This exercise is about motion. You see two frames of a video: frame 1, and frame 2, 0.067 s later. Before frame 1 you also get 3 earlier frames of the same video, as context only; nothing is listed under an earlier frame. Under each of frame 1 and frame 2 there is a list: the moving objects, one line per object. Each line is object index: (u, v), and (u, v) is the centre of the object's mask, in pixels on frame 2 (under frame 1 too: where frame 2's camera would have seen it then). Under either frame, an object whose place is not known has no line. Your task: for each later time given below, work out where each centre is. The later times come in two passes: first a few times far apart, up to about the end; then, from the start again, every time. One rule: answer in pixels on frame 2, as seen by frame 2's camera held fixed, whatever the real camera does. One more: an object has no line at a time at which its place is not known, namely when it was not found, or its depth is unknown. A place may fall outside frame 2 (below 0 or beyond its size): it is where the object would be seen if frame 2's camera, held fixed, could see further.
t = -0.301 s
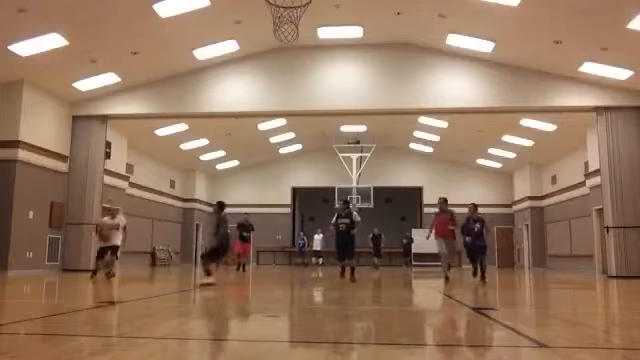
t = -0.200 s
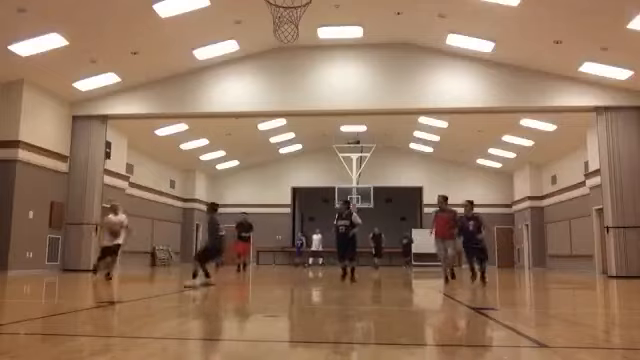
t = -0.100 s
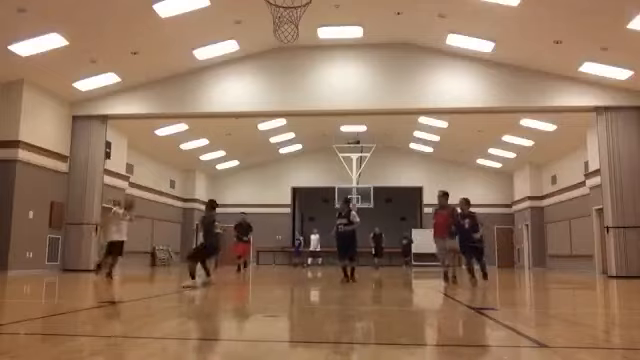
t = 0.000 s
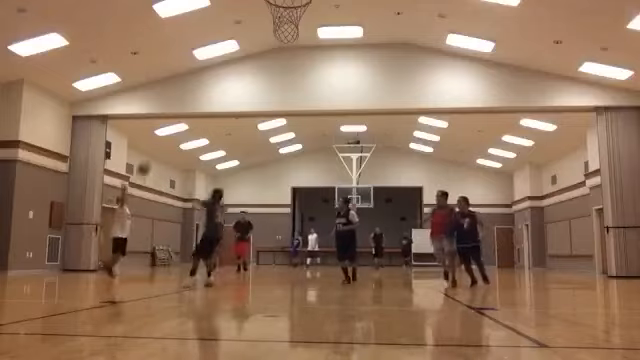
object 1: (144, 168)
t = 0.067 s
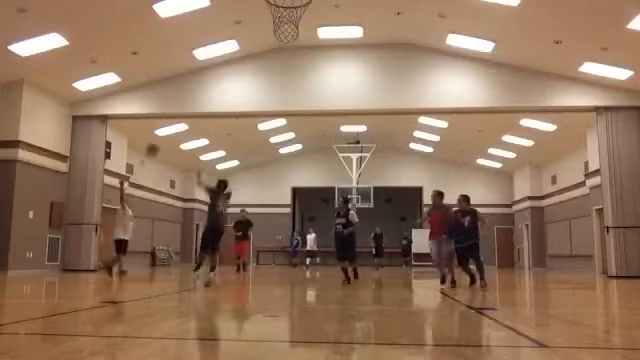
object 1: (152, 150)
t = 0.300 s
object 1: (186, 93)
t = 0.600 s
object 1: (233, 60)
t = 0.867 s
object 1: (279, 75)
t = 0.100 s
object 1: (157, 141)
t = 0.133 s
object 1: (161, 131)
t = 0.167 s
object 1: (167, 121)
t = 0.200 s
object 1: (170, 113)
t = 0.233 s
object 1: (177, 106)
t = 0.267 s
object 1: (181, 100)
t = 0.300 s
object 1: (186, 93)
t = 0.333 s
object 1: (191, 87)
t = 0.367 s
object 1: (195, 82)
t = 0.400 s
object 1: (200, 78)
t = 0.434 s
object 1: (205, 74)
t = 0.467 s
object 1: (211, 69)
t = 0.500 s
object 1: (216, 66)
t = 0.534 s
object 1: (222, 63)
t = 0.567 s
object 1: (227, 61)
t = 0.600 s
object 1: (233, 60)
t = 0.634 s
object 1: (238, 59)
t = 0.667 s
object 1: (243, 59)
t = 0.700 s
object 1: (249, 60)
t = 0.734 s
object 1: (255, 62)
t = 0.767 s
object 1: (260, 64)
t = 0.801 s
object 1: (266, 66)
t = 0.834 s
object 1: (272, 70)
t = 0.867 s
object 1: (279, 75)
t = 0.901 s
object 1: (285, 80)
